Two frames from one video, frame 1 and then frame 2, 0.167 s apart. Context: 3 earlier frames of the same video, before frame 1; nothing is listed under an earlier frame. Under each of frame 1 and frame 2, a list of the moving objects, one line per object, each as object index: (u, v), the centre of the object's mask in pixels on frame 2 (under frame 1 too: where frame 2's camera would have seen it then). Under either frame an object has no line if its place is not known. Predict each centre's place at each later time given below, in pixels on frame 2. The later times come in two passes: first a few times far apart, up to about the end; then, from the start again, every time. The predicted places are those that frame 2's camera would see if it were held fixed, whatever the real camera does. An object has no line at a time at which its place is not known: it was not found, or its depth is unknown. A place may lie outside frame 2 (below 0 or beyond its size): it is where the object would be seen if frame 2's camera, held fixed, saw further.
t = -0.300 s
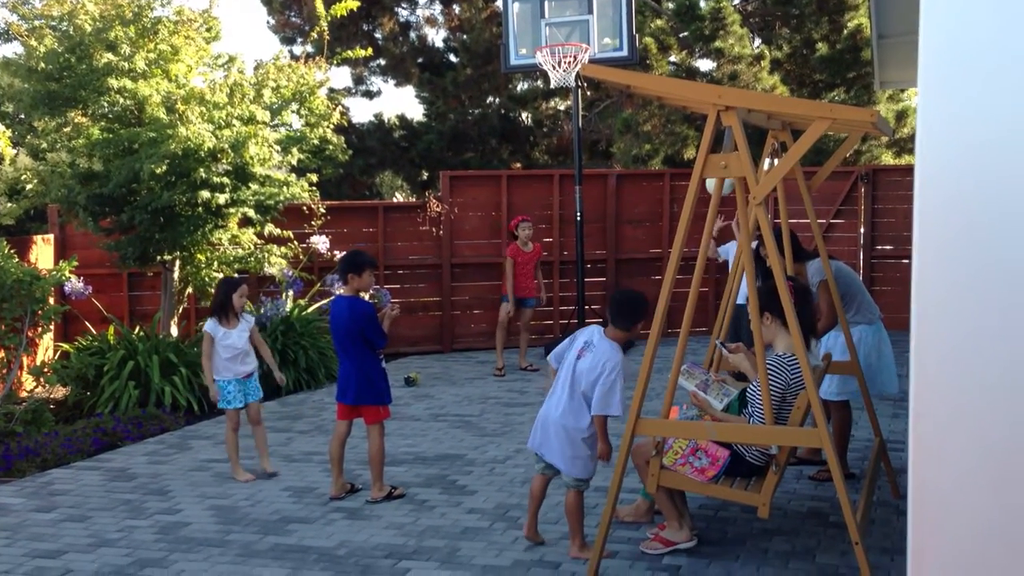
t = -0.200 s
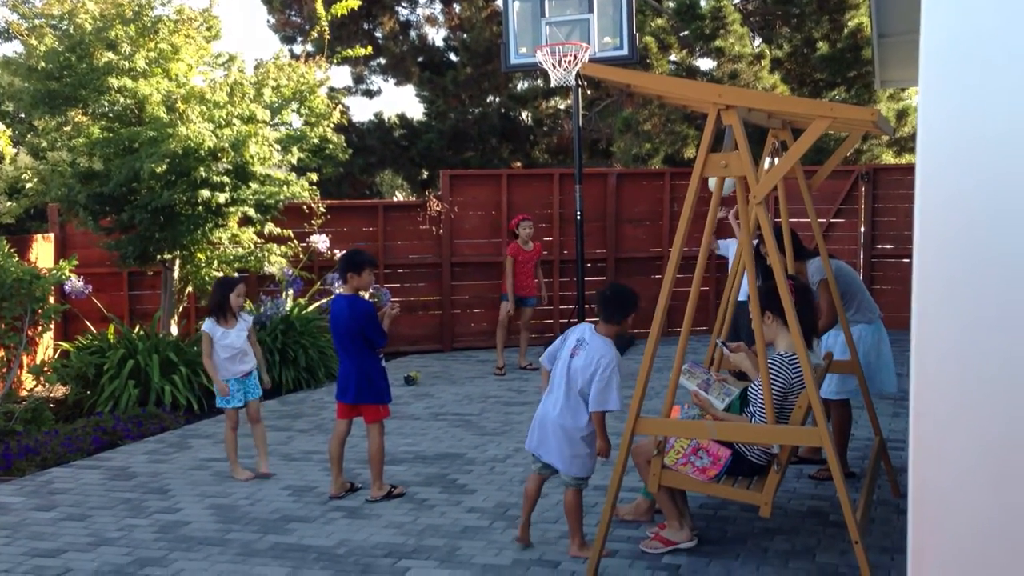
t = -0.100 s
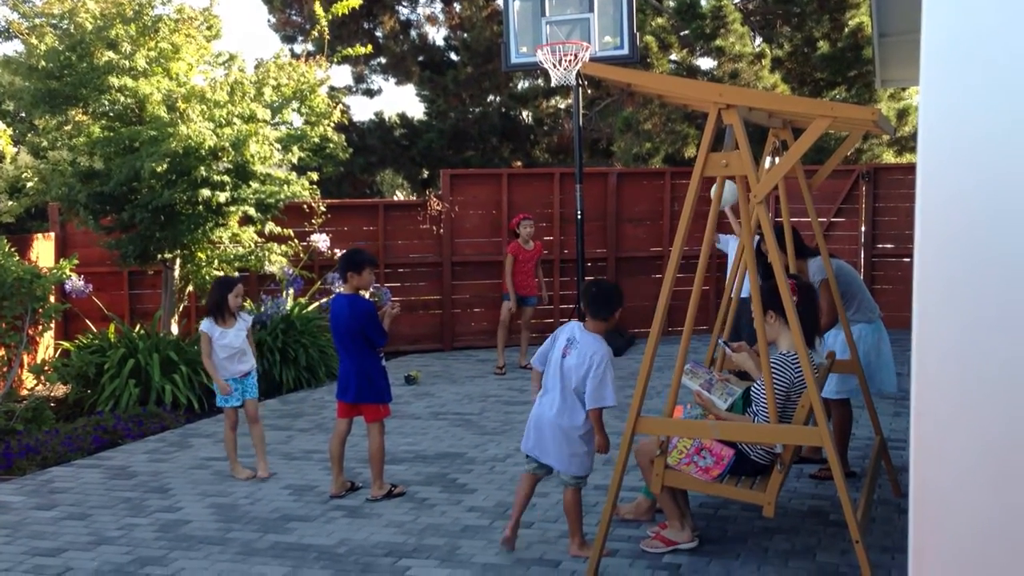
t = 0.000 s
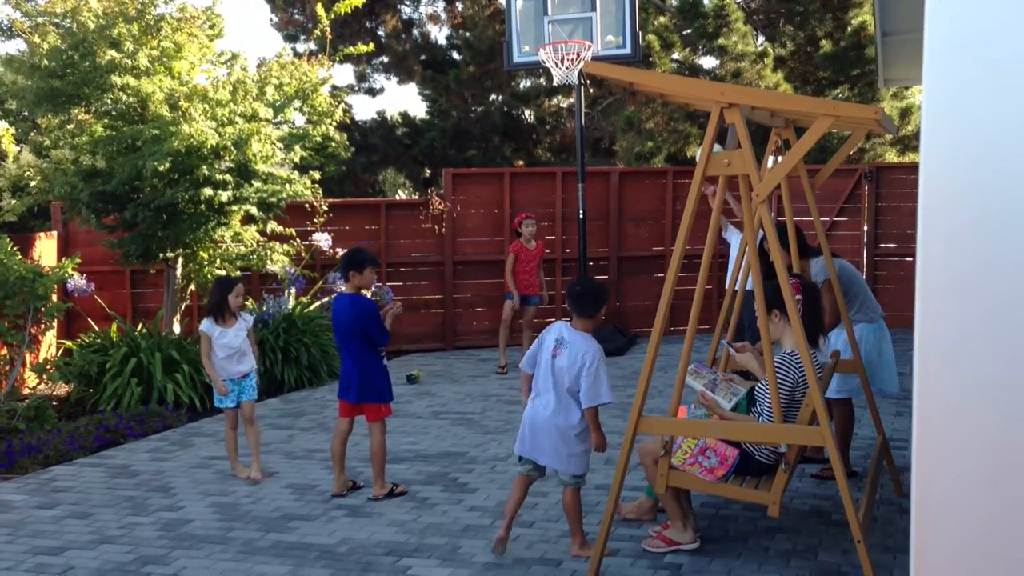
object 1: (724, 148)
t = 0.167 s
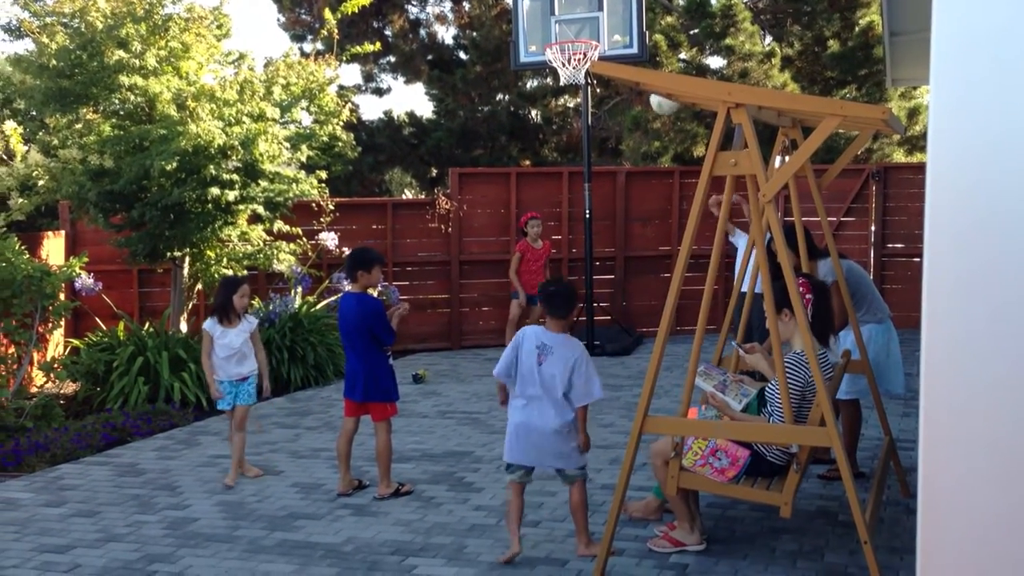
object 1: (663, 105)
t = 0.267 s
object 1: (628, 91)
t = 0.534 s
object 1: (536, 109)
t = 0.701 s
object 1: (473, 183)
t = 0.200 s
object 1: (651, 99)
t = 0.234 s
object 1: (639, 95)
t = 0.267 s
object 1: (628, 91)
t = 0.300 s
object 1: (617, 88)
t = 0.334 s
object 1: (606, 85)
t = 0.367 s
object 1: (595, 83)
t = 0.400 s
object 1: (585, 83)
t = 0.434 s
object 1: (573, 87)
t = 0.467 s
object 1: (560, 93)
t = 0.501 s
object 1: (549, 100)
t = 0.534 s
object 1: (536, 109)
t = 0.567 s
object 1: (523, 120)
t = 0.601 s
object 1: (511, 133)
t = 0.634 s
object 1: (498, 148)
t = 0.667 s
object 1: (485, 164)
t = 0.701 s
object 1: (473, 183)
